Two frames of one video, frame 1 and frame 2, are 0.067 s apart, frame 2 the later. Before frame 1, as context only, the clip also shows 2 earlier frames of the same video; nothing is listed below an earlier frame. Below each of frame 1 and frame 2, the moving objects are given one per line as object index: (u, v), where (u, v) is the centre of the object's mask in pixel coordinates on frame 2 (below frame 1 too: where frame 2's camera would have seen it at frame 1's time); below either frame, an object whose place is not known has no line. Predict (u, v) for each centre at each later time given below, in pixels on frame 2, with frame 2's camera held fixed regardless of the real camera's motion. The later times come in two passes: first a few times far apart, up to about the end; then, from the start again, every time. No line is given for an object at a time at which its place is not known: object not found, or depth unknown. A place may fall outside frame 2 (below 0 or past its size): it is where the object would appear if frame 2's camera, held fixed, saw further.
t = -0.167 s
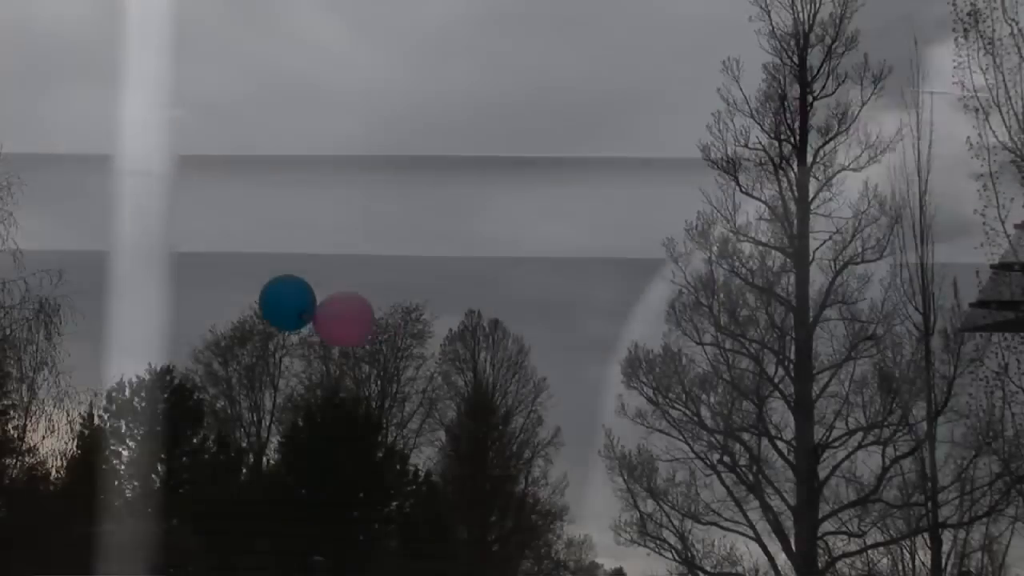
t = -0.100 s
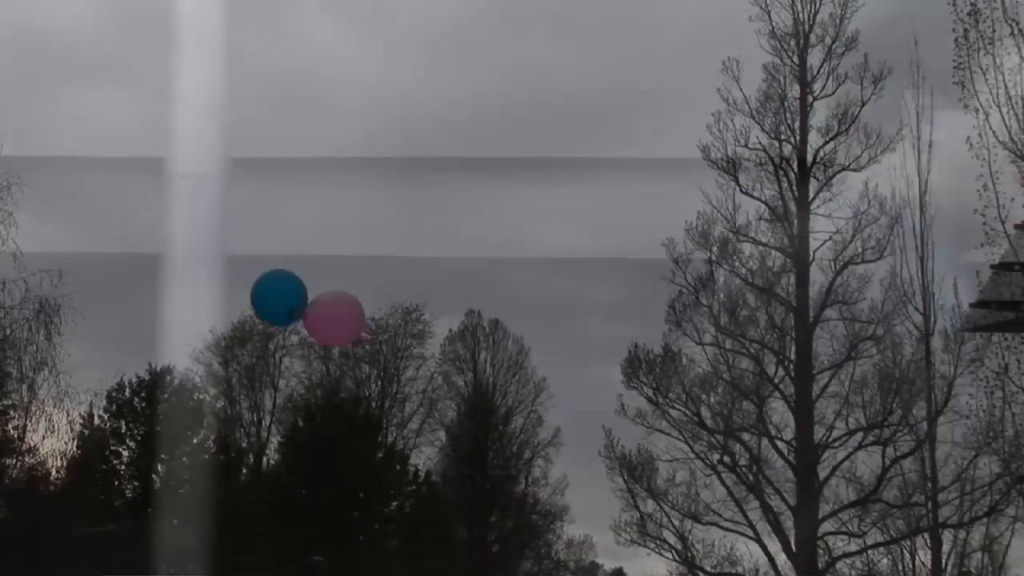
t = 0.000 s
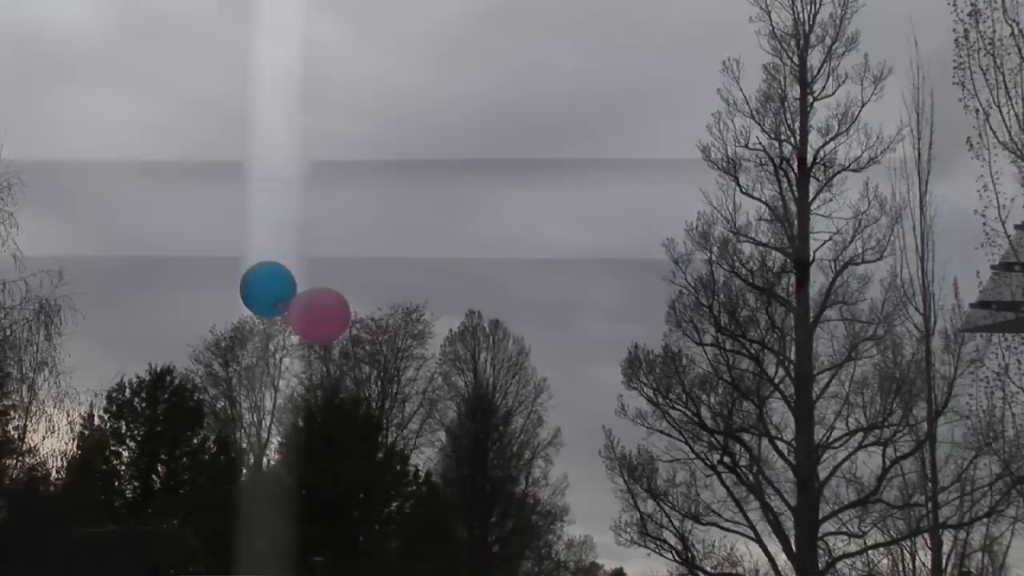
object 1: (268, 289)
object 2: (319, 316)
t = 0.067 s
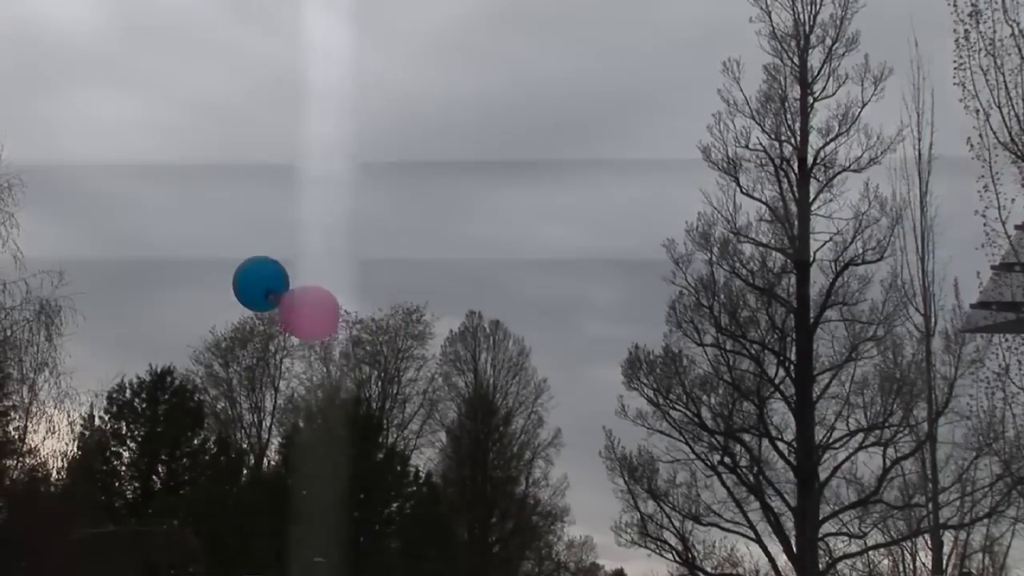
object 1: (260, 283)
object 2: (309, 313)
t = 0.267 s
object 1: (237, 263)
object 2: (276, 307)
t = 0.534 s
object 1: (213, 233)
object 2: (235, 288)
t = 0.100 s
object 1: (256, 280)
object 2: (304, 312)
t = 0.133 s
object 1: (252, 277)
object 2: (298, 311)
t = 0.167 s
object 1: (249, 273)
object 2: (292, 310)
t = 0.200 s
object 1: (245, 270)
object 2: (288, 309)
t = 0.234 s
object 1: (241, 267)
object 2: (282, 308)
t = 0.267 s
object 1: (237, 263)
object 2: (276, 307)
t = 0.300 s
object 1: (233, 260)
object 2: (270, 306)
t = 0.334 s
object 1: (229, 257)
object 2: (265, 304)
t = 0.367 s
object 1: (226, 254)
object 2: (259, 302)
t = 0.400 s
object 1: (223, 250)
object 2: (255, 301)
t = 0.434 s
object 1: (220, 246)
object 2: (250, 298)
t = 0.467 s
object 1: (217, 242)
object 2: (245, 295)
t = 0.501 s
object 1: (215, 238)
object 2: (240, 292)
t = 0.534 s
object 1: (213, 233)
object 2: (235, 288)
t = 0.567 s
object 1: (212, 228)
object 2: (231, 284)
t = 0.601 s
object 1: (207, 222)
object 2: (224, 279)
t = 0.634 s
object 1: (205, 217)
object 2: (219, 275)
